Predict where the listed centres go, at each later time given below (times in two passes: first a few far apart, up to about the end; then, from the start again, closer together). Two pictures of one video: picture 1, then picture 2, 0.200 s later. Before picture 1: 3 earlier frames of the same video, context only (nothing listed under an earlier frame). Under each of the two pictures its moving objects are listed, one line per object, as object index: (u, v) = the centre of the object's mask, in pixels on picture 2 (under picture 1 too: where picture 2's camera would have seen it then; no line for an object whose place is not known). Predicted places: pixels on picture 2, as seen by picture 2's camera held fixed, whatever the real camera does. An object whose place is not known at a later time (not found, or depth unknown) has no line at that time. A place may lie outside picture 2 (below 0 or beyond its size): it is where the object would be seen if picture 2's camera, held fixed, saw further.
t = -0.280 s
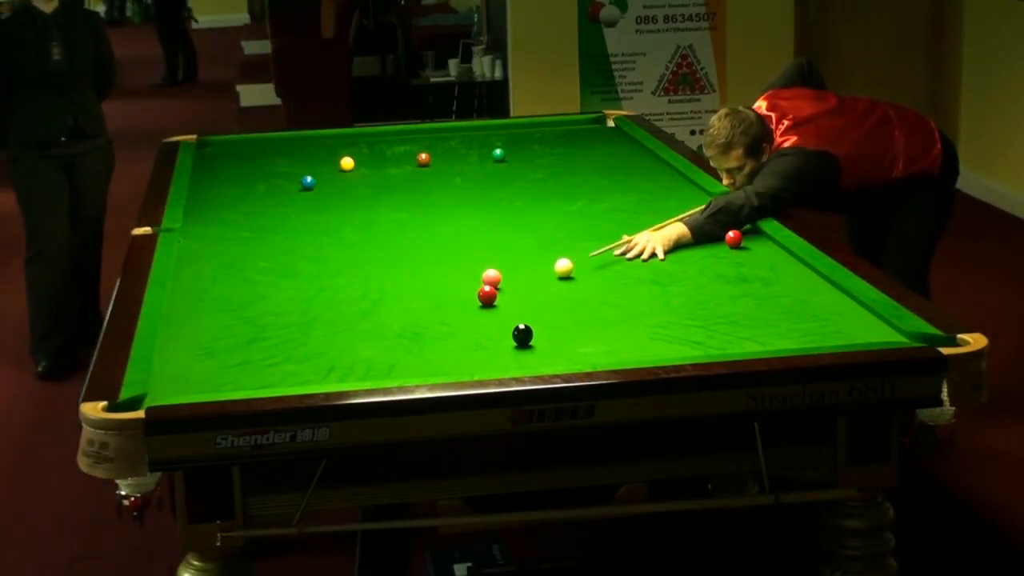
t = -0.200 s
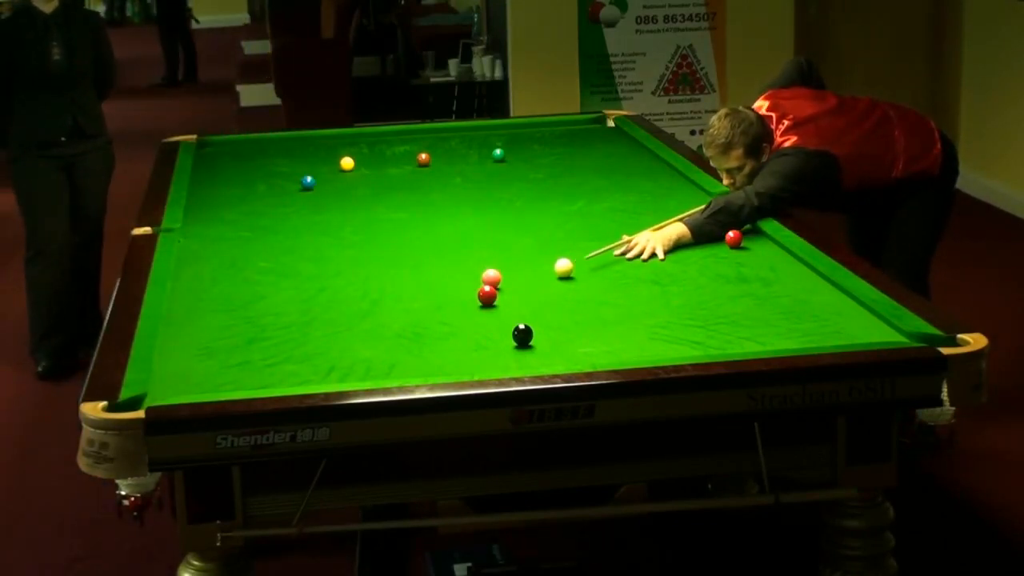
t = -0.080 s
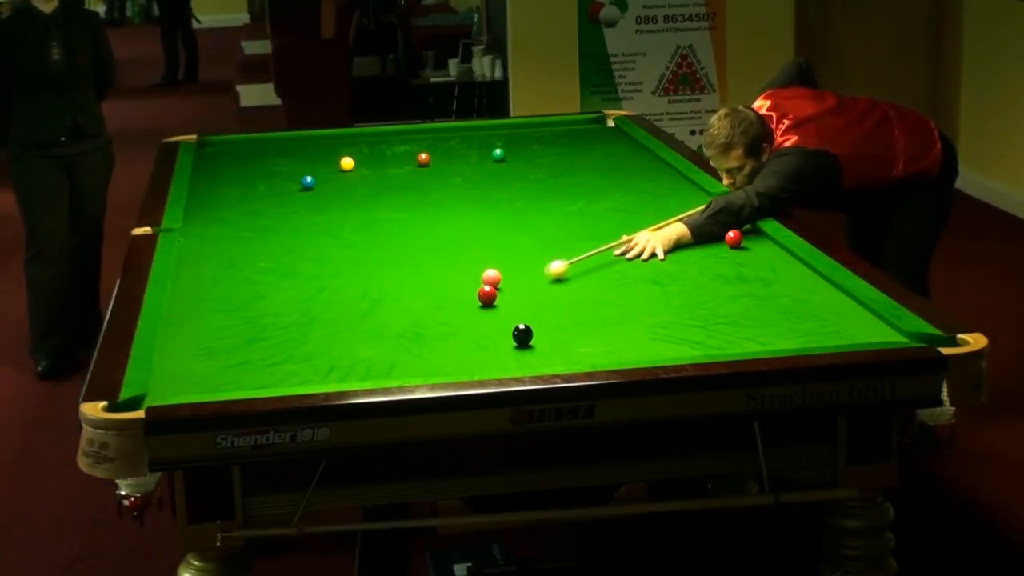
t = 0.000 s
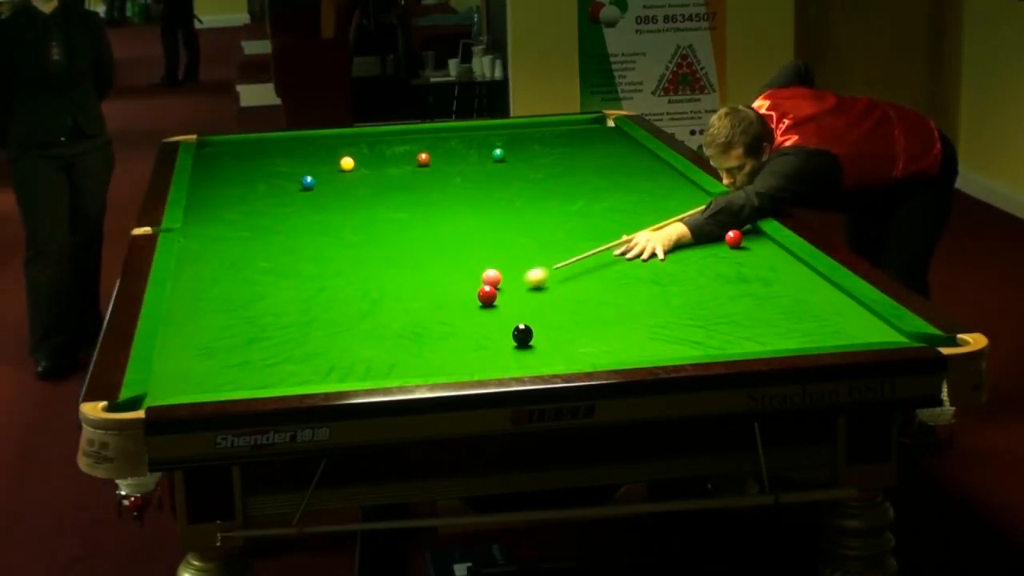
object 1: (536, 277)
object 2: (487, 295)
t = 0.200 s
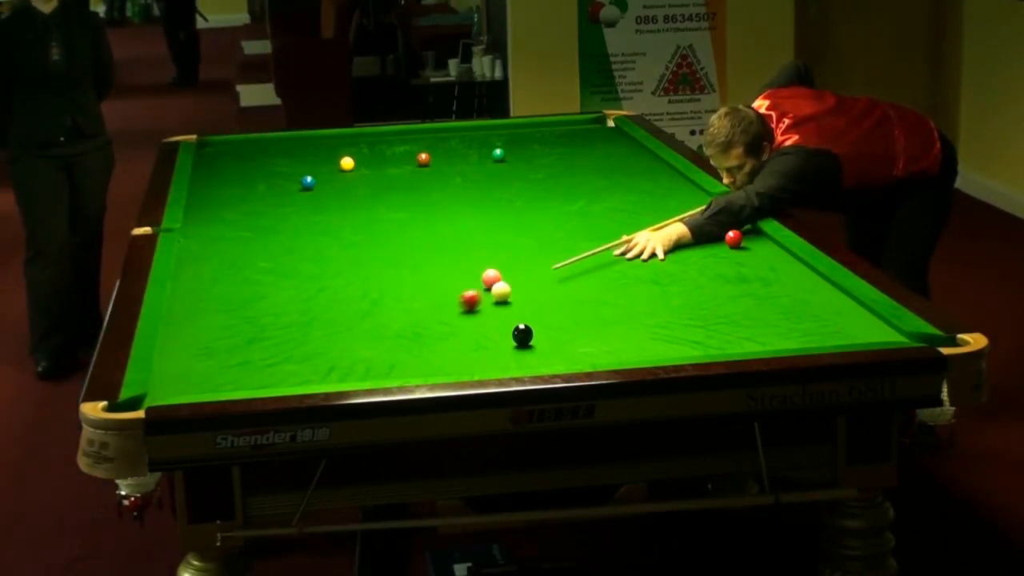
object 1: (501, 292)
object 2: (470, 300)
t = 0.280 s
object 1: (498, 294)
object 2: (452, 306)
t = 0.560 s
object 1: (487, 301)
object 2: (397, 323)
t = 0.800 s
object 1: (478, 307)
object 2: (349, 339)
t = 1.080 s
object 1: (469, 314)
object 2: (291, 356)
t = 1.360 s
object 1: (460, 320)
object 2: (233, 375)
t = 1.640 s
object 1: (454, 325)
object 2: (173, 389)
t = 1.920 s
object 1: (448, 330)
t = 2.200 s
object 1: (444, 333)
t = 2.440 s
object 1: (441, 336)
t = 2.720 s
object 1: (440, 338)
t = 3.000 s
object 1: (440, 339)
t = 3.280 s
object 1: (440, 340)
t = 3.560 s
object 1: (440, 340)
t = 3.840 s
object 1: (440, 340)
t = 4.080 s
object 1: (440, 340)
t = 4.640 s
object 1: (440, 339)
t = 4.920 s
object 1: (440, 339)
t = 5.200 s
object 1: (440, 340)
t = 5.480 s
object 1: (440, 340)
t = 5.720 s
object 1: (440, 340)
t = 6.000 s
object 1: (440, 340)
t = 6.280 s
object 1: (440, 340)
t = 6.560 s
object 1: (440, 340)
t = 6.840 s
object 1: (440, 340)
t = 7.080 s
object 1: (440, 340)
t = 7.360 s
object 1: (440, 340)
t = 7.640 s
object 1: (440, 340)
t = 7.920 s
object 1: (440, 340)
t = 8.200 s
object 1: (440, 340)
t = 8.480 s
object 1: (440, 340)
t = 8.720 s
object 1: (440, 340)
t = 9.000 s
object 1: (440, 340)
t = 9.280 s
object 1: (440, 340)
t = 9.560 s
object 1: (440, 340)
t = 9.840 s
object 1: (440, 340)
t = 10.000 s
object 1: (440, 340)
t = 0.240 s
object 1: (500, 292)
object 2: (460, 303)
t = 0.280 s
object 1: (498, 294)
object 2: (452, 306)
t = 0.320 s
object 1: (497, 295)
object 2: (444, 309)
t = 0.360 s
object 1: (495, 296)
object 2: (436, 311)
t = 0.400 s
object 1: (494, 297)
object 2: (428, 314)
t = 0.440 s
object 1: (492, 298)
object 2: (420, 316)
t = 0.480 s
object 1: (490, 299)
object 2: (412, 318)
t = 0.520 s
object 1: (489, 300)
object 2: (404, 321)
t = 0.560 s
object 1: (487, 301)
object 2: (397, 323)
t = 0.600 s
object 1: (486, 302)
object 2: (389, 326)
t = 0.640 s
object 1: (484, 303)
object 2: (381, 328)
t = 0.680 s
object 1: (483, 304)
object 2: (373, 331)
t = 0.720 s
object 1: (481, 305)
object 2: (365, 333)
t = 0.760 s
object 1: (480, 306)
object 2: (356, 336)
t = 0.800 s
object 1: (478, 307)
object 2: (349, 339)
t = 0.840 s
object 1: (477, 308)
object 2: (341, 341)
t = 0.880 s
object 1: (476, 309)
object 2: (332, 344)
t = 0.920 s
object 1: (474, 310)
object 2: (324, 346)
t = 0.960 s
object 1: (473, 311)
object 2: (316, 349)
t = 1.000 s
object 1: (471, 312)
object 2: (308, 351)
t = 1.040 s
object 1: (470, 313)
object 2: (299, 354)
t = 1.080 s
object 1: (469, 314)
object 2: (291, 356)
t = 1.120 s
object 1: (468, 315)
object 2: (283, 359)
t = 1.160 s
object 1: (466, 316)
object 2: (274, 361)
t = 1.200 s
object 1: (465, 317)
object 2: (266, 364)
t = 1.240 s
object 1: (464, 317)
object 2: (258, 367)
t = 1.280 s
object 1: (463, 318)
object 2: (250, 369)
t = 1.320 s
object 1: (462, 319)
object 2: (241, 372)
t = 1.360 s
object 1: (460, 320)
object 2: (233, 375)
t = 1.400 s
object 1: (459, 321)
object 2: (224, 377)
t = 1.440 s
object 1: (458, 321)
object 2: (216, 379)
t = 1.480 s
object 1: (457, 322)
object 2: (207, 381)
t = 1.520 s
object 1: (456, 323)
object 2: (199, 383)
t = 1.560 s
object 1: (455, 323)
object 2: (191, 385)
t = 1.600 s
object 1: (454, 324)
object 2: (181, 387)
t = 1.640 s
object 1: (454, 325)
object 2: (173, 389)
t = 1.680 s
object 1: (453, 326)
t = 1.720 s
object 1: (452, 326)
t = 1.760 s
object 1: (451, 327)
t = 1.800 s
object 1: (450, 328)
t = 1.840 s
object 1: (449, 328)
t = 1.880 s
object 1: (448, 329)
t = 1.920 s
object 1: (448, 330)
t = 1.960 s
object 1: (447, 330)
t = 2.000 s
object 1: (447, 331)
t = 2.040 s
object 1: (446, 331)
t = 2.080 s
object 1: (445, 332)
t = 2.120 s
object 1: (445, 332)
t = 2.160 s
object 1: (444, 333)
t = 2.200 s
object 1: (444, 333)
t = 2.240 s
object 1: (443, 334)
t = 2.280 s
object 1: (443, 334)
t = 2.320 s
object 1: (442, 335)
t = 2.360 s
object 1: (442, 336)
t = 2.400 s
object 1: (442, 336)
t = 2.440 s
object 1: (441, 336)
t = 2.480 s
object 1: (441, 336)
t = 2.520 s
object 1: (441, 337)
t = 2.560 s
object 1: (441, 337)
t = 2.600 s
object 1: (441, 337)
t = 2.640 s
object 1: (440, 338)
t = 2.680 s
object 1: (440, 338)
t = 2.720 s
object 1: (440, 338)
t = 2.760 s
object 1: (440, 338)
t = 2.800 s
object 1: (440, 339)
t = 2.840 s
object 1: (440, 339)
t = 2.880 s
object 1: (440, 339)
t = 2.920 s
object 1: (440, 339)
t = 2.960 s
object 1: (440, 339)
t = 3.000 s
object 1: (440, 339)
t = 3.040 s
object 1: (440, 340)
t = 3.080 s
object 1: (440, 340)
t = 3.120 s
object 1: (439, 340)
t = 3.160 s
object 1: (440, 340)
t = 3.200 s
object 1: (440, 340)
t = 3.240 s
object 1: (440, 340)
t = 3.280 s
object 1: (440, 340)
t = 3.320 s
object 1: (440, 340)
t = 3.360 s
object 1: (440, 340)
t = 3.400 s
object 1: (440, 340)
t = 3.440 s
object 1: (440, 340)
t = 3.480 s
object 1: (440, 340)
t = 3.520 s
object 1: (440, 340)
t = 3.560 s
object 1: (440, 340)
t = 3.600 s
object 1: (440, 340)
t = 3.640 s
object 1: (440, 340)
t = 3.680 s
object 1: (440, 340)
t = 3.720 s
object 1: (440, 340)
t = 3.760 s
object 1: (440, 340)
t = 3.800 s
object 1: (440, 340)
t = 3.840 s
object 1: (440, 340)
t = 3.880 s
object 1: (440, 340)
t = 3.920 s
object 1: (440, 340)
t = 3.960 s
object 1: (440, 340)
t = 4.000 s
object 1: (440, 340)
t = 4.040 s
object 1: (440, 340)
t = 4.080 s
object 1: (440, 340)
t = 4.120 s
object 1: (440, 340)
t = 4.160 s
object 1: (440, 340)
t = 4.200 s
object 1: (439, 340)
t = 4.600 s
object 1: (440, 339)
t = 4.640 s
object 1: (440, 339)
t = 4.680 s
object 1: (440, 339)
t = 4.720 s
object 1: (440, 339)
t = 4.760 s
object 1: (440, 339)
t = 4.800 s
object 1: (440, 339)
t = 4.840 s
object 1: (440, 339)
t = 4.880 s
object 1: (440, 339)
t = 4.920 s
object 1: (440, 339)
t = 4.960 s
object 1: (440, 339)
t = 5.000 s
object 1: (440, 340)
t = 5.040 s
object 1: (440, 339)
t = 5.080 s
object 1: (440, 340)
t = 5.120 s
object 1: (440, 340)
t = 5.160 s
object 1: (440, 340)
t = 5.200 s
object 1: (440, 340)
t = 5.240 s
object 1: (440, 340)
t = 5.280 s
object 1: (440, 340)
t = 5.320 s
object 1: (440, 340)
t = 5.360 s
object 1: (440, 340)
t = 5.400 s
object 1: (440, 340)
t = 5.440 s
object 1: (440, 340)
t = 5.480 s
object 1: (440, 340)
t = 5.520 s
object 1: (440, 340)
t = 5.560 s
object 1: (440, 340)
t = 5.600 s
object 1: (440, 340)
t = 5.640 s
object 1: (440, 340)
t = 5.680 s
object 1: (440, 340)
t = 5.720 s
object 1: (440, 340)
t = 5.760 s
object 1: (440, 340)
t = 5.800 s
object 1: (440, 340)
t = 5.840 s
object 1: (440, 340)
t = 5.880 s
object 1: (440, 340)
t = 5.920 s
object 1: (440, 340)
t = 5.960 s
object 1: (440, 340)
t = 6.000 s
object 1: (440, 340)
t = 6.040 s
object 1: (440, 340)
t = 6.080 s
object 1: (440, 340)
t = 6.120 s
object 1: (440, 340)
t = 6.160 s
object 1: (440, 340)
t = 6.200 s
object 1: (440, 340)
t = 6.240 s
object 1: (440, 340)
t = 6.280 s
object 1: (440, 340)
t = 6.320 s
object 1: (440, 340)
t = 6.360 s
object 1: (440, 340)
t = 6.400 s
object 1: (440, 340)
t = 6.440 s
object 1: (440, 340)
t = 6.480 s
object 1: (440, 340)
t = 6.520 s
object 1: (440, 340)
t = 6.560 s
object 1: (440, 340)
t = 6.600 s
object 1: (440, 340)
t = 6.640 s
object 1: (440, 340)
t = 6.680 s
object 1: (440, 340)
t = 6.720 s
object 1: (440, 340)
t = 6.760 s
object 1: (440, 340)
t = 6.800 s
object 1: (440, 340)
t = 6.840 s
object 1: (440, 340)
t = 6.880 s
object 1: (440, 340)
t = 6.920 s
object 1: (440, 340)
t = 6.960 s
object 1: (440, 340)
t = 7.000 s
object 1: (440, 340)
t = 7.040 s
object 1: (440, 340)
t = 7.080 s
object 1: (440, 340)
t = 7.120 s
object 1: (440, 340)
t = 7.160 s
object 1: (440, 340)
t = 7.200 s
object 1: (440, 340)
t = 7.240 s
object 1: (440, 340)
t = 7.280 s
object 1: (440, 340)
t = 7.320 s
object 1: (440, 340)
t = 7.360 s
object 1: (440, 340)
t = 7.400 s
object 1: (440, 340)
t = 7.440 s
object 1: (440, 340)
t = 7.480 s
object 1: (440, 340)
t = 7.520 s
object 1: (440, 340)
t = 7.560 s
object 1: (440, 340)
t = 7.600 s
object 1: (440, 340)
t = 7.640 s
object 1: (440, 340)
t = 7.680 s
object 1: (440, 340)
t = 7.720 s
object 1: (440, 340)
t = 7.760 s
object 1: (440, 340)
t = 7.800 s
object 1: (440, 340)
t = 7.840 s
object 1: (440, 340)
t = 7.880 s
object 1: (440, 340)
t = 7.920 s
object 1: (440, 340)
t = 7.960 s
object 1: (440, 340)
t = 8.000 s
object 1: (440, 340)
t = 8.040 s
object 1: (440, 340)
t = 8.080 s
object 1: (440, 340)
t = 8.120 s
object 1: (440, 340)
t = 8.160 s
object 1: (440, 340)
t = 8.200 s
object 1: (440, 340)
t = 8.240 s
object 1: (440, 340)
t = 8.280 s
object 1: (440, 340)
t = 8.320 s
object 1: (440, 340)
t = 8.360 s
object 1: (440, 340)
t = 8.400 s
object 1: (440, 340)
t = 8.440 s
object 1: (440, 340)
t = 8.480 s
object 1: (440, 340)
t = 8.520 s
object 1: (440, 340)
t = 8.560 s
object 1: (440, 340)
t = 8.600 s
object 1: (440, 340)
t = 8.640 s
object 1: (440, 340)
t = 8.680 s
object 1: (440, 340)
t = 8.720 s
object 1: (440, 340)
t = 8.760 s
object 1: (440, 340)
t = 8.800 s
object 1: (440, 340)
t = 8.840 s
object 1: (440, 340)
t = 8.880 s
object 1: (440, 340)
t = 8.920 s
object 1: (440, 340)
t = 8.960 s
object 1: (440, 340)
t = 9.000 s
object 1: (440, 340)
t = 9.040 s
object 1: (440, 340)
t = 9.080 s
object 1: (440, 340)
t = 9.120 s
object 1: (440, 340)
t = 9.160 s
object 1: (440, 340)
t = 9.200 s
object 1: (440, 340)
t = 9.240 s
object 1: (440, 340)
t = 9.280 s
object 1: (440, 340)
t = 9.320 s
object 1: (440, 340)
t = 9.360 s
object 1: (440, 340)
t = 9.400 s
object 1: (440, 340)
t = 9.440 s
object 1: (440, 340)
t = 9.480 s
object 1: (440, 340)
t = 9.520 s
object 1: (440, 340)
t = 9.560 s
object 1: (440, 340)
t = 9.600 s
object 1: (440, 340)
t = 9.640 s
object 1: (440, 340)
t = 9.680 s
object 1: (440, 340)
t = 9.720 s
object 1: (440, 340)
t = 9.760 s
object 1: (440, 340)
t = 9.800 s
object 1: (440, 340)
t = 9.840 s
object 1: (440, 340)
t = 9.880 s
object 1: (440, 340)
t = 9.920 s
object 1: (440, 340)
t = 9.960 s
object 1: (440, 340)
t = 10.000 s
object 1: (440, 340)
